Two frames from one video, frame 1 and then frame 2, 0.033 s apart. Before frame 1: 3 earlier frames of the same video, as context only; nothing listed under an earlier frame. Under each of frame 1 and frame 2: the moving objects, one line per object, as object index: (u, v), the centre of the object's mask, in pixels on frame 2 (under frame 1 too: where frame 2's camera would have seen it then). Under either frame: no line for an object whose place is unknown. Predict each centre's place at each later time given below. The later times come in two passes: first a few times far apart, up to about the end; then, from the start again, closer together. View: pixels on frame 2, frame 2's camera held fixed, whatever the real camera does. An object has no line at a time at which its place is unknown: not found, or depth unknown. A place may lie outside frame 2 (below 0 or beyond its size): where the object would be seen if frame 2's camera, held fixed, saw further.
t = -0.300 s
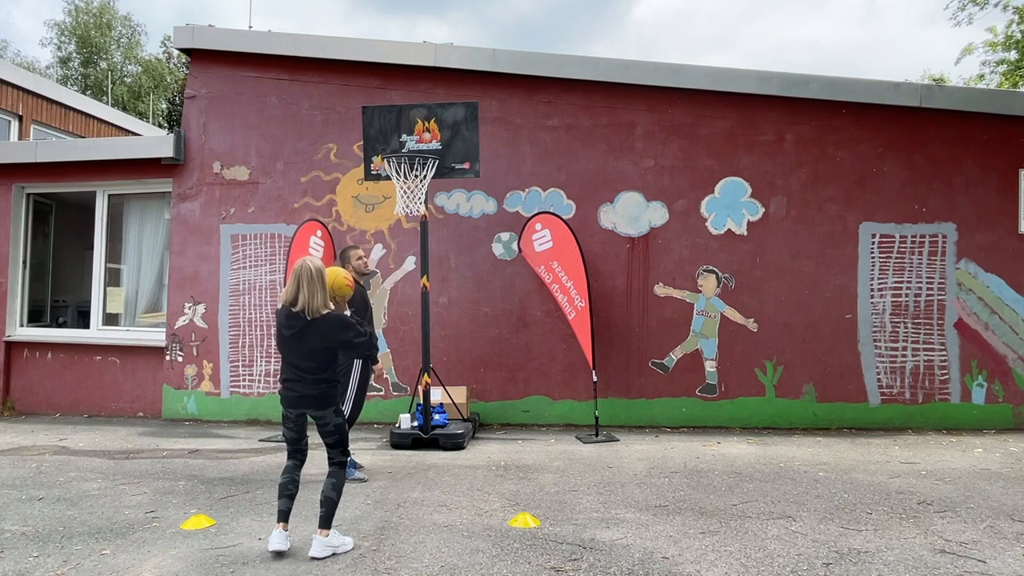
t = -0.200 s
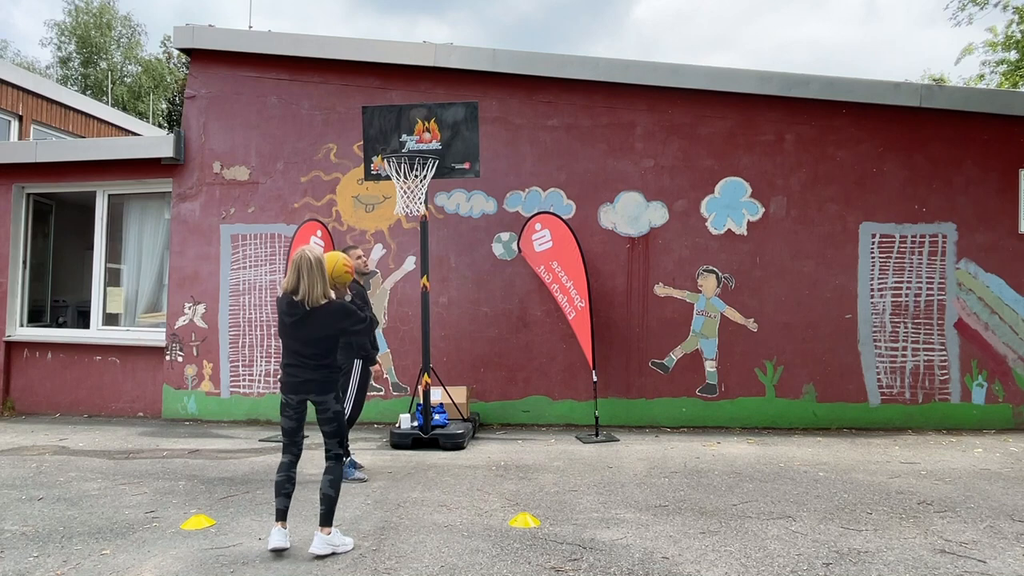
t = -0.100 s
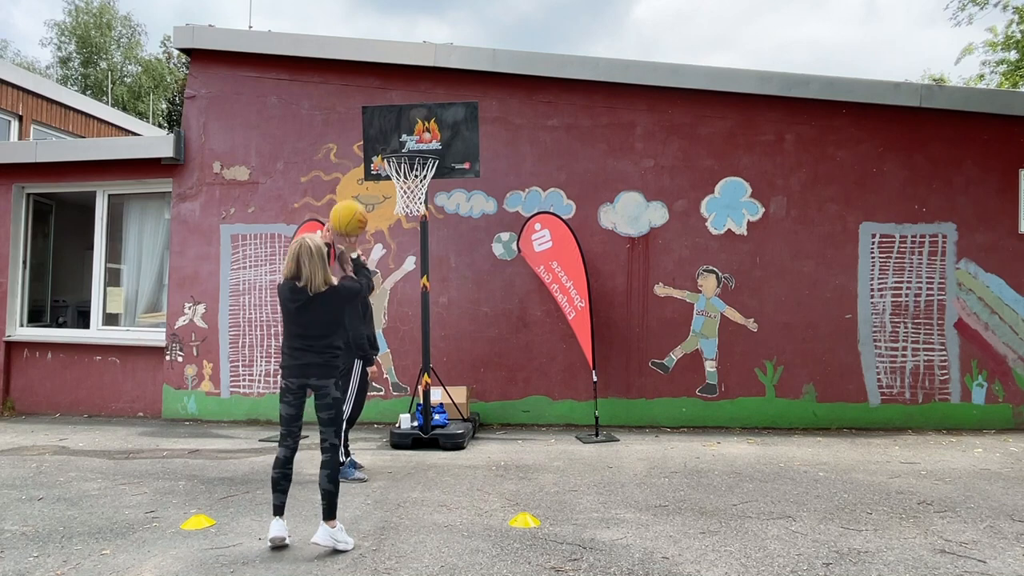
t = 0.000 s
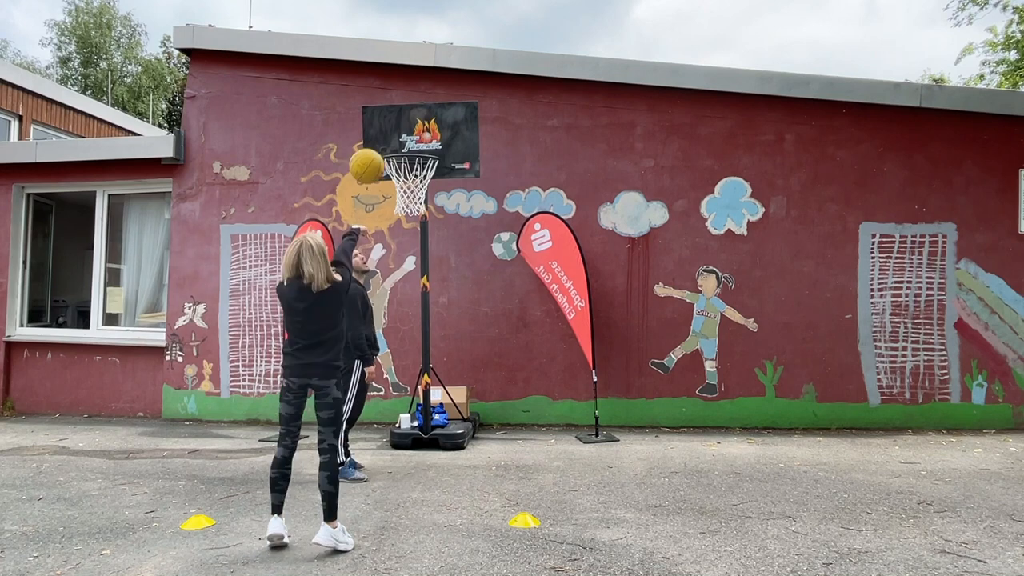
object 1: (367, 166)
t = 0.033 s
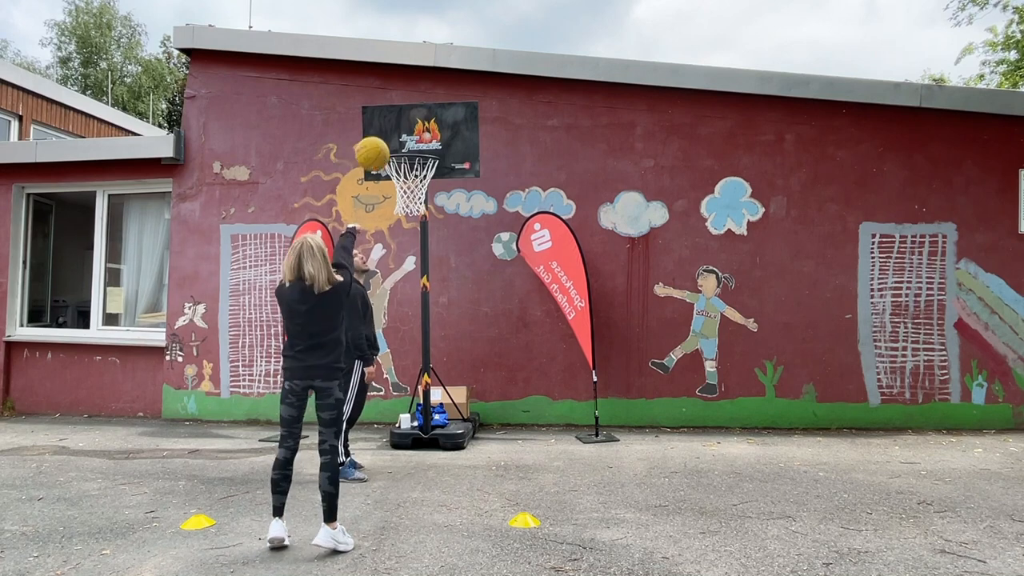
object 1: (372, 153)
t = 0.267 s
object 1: (401, 122)
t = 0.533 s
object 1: (425, 167)
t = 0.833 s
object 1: (462, 312)
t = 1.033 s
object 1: (489, 483)
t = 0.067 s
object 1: (377, 144)
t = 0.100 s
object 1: (382, 136)
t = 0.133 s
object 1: (386, 129)
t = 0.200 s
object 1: (394, 122)
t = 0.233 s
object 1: (398, 121)
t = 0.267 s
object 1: (401, 122)
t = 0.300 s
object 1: (404, 124)
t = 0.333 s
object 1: (407, 127)
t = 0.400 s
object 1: (413, 138)
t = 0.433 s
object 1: (415, 145)
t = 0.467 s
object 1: (418, 153)
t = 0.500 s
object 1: (421, 160)
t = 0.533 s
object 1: (425, 167)
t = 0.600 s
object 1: (433, 188)
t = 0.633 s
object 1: (437, 200)
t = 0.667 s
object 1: (441, 214)
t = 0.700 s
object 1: (445, 229)
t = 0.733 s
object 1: (449, 247)
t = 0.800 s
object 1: (457, 288)
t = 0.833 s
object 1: (462, 312)
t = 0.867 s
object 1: (466, 337)
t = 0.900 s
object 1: (471, 365)
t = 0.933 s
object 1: (476, 393)
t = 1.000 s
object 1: (485, 460)
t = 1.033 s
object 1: (489, 483)
